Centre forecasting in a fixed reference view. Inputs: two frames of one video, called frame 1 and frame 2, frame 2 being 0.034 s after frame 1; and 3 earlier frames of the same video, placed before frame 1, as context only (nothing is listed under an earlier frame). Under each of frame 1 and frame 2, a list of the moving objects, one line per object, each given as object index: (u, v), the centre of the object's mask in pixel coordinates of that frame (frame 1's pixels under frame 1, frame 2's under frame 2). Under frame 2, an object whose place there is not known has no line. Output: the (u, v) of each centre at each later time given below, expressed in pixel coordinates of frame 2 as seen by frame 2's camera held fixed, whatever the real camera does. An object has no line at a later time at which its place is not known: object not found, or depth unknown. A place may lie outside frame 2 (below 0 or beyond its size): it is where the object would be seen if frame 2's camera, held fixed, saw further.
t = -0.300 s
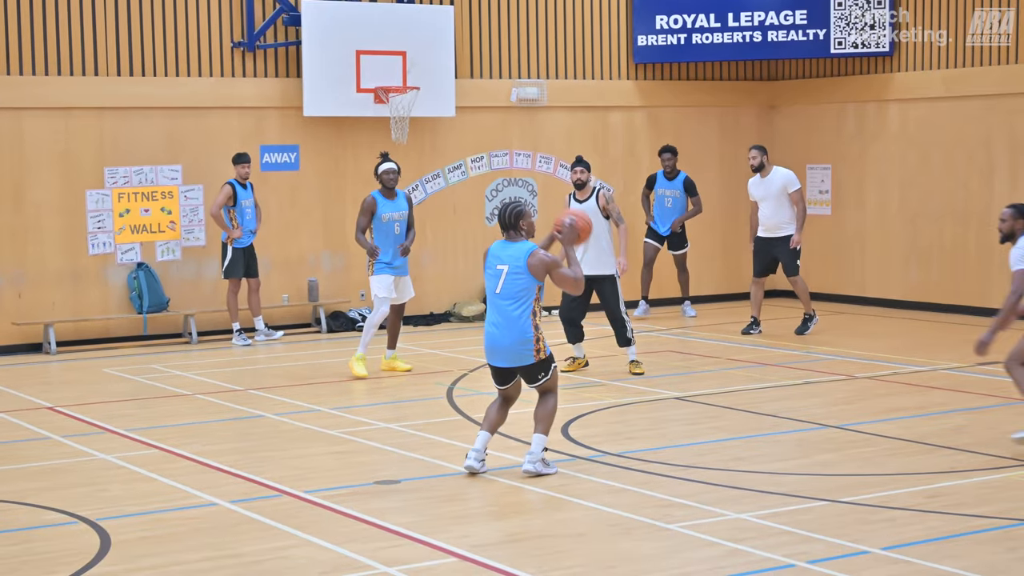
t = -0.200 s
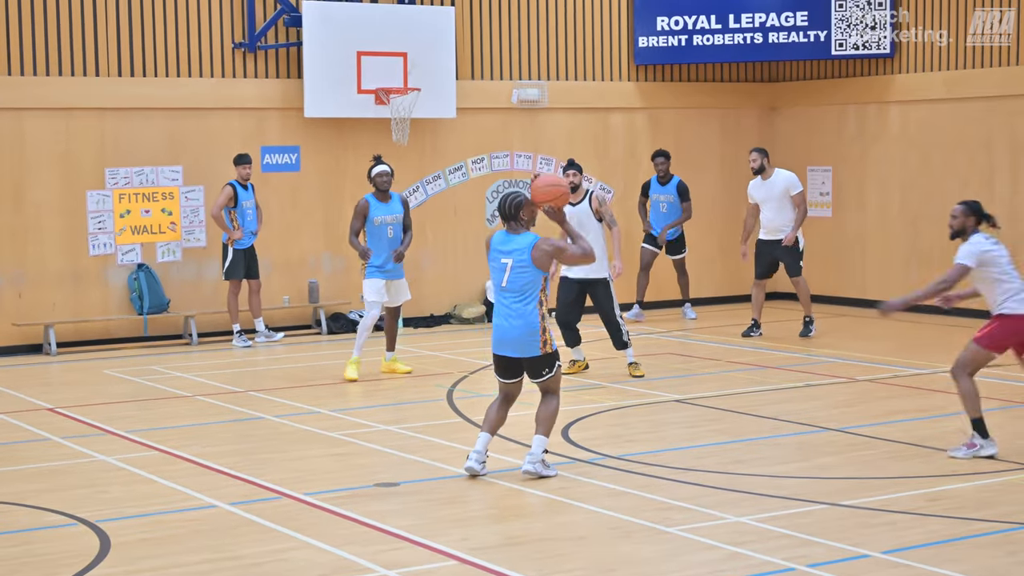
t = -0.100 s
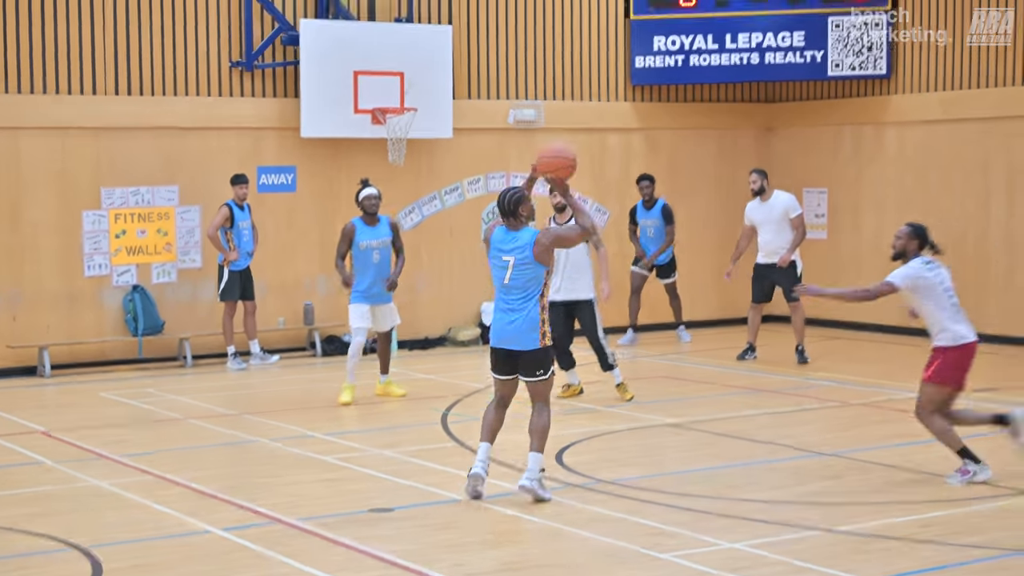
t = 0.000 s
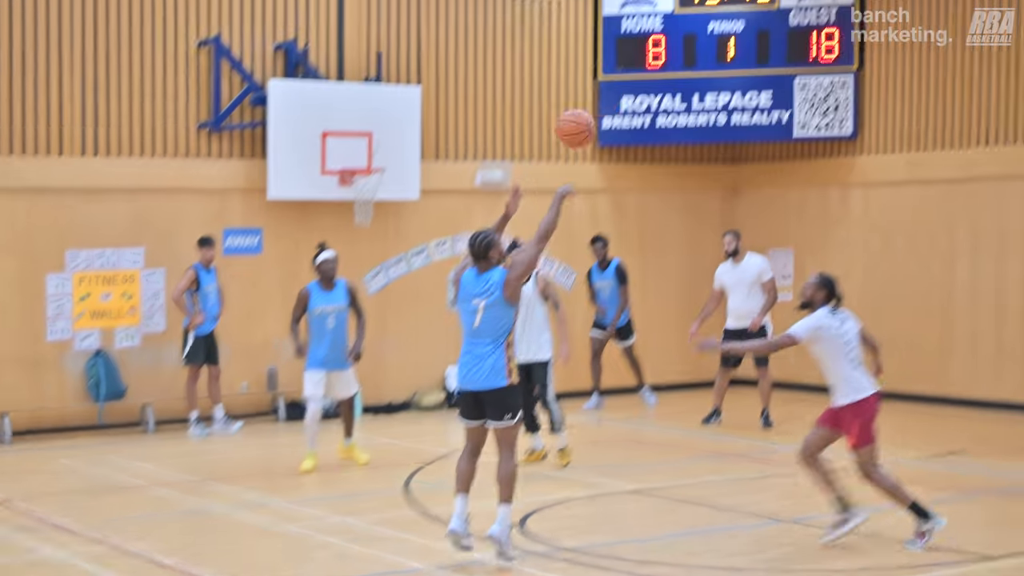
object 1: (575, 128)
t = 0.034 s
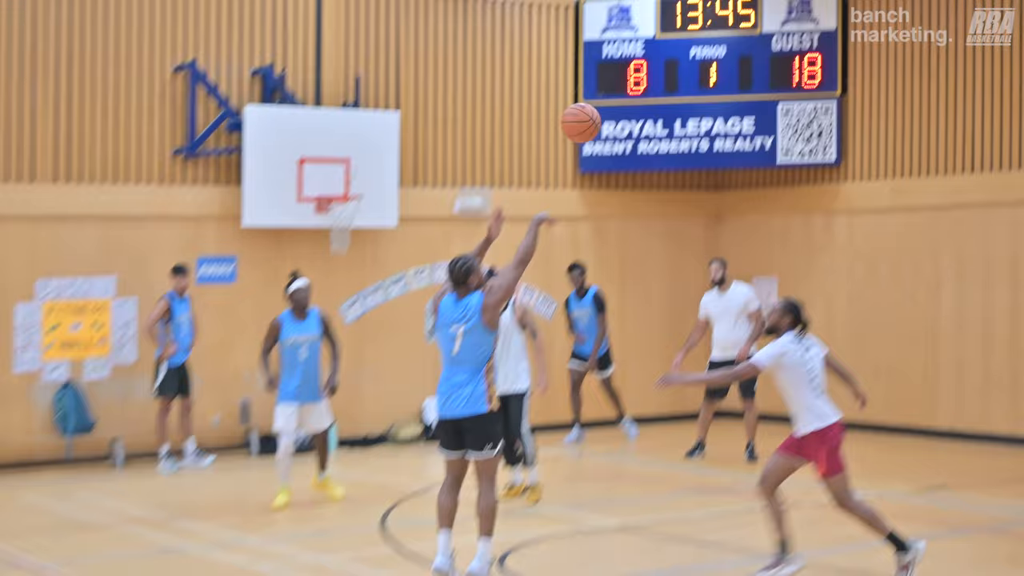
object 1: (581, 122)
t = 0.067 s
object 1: (604, 92)
